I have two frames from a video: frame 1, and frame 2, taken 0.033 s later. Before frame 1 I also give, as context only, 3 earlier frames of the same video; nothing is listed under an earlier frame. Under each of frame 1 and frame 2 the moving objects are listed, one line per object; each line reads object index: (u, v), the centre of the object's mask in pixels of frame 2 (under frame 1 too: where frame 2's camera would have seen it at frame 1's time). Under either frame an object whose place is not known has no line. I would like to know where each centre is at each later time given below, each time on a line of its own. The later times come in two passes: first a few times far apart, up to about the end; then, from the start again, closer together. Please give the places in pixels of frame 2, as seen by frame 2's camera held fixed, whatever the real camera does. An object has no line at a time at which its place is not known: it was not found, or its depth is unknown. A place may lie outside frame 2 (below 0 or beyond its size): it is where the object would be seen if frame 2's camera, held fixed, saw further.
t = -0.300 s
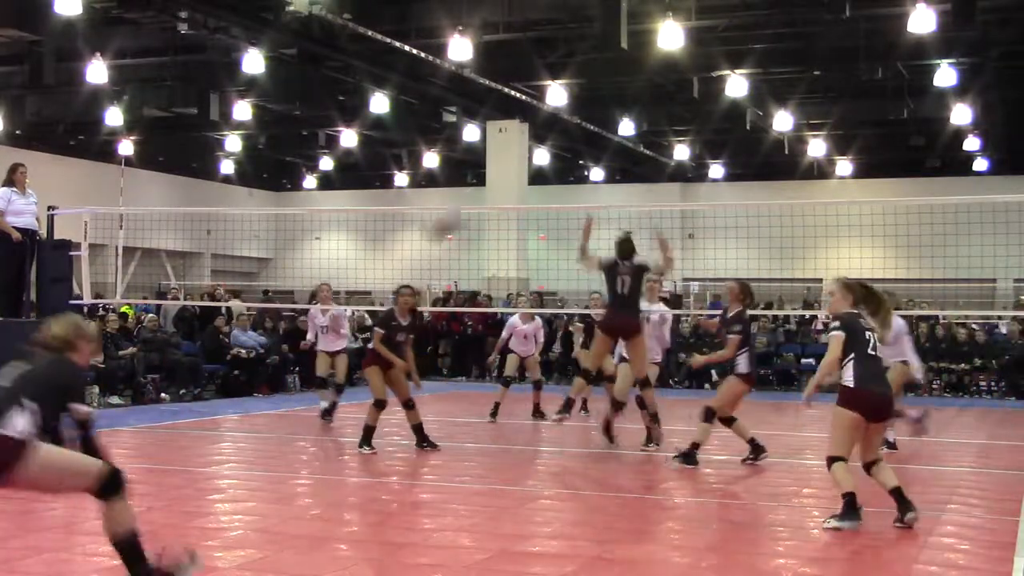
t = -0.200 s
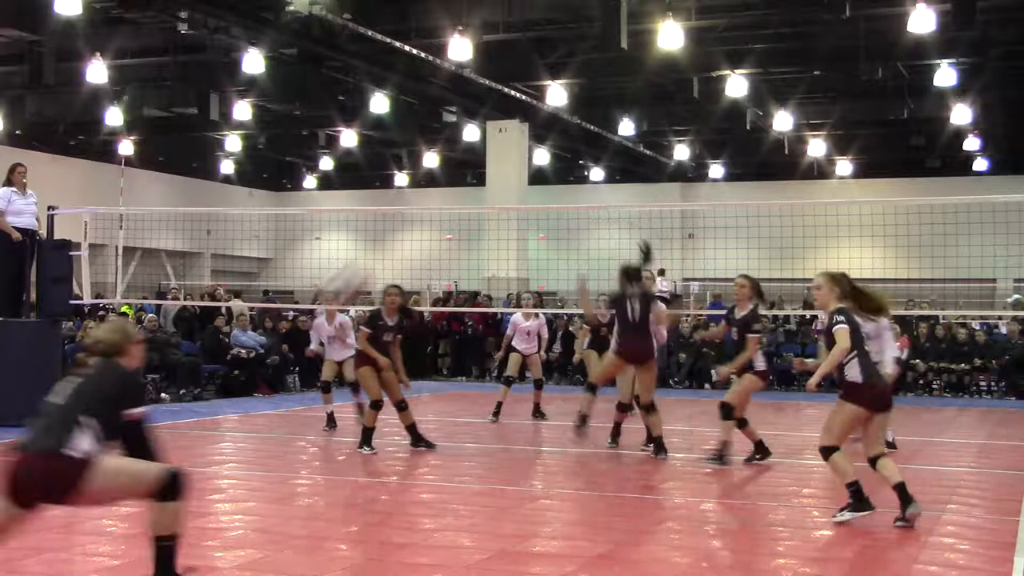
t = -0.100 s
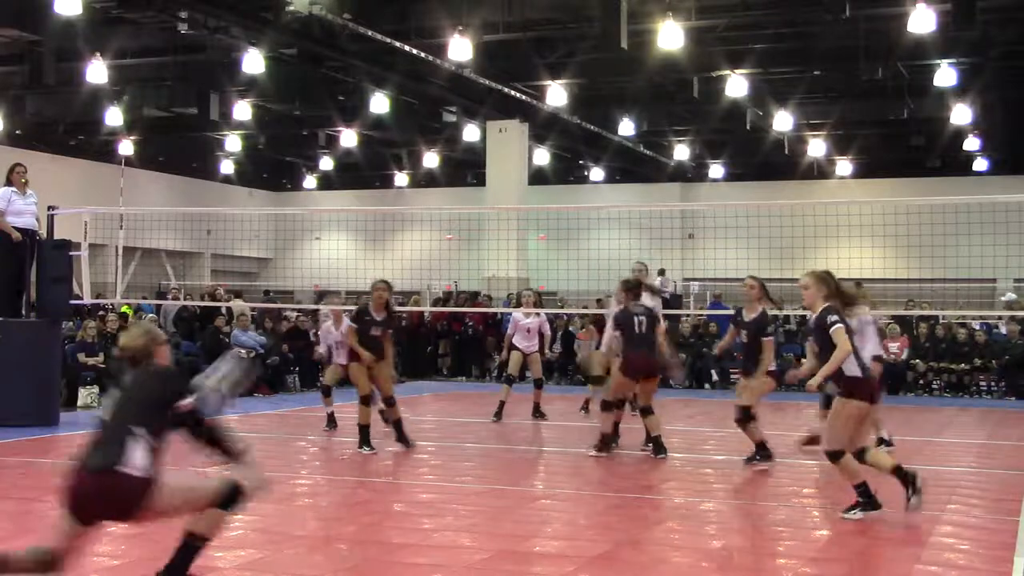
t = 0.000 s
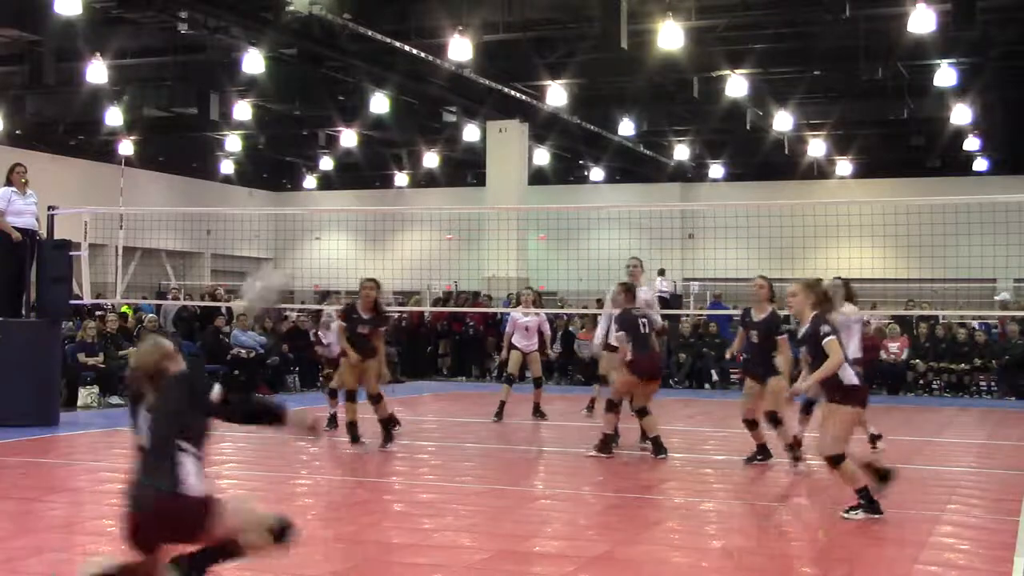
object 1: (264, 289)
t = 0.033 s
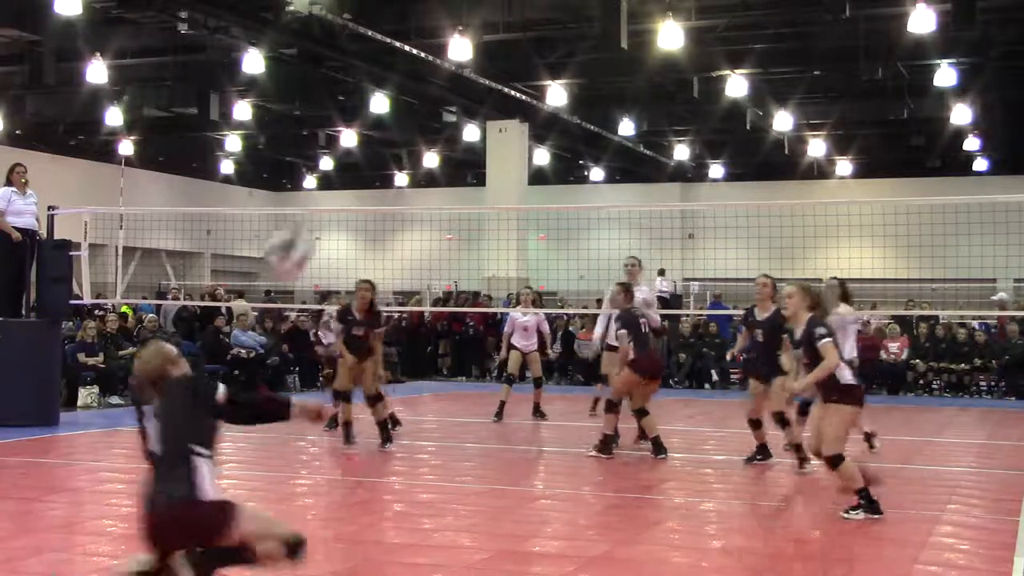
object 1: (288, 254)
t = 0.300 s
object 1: (478, 30)
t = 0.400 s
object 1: (538, 10)
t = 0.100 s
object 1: (338, 183)
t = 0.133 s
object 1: (360, 155)
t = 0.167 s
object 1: (381, 128)
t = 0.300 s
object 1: (478, 30)
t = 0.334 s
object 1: (495, 22)
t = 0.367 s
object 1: (516, 14)
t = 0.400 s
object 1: (538, 10)
